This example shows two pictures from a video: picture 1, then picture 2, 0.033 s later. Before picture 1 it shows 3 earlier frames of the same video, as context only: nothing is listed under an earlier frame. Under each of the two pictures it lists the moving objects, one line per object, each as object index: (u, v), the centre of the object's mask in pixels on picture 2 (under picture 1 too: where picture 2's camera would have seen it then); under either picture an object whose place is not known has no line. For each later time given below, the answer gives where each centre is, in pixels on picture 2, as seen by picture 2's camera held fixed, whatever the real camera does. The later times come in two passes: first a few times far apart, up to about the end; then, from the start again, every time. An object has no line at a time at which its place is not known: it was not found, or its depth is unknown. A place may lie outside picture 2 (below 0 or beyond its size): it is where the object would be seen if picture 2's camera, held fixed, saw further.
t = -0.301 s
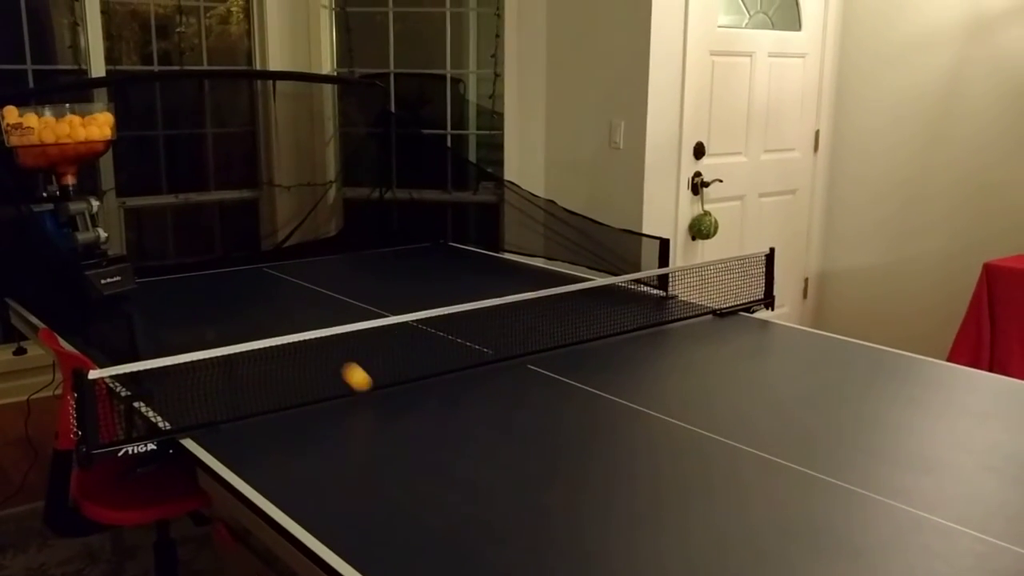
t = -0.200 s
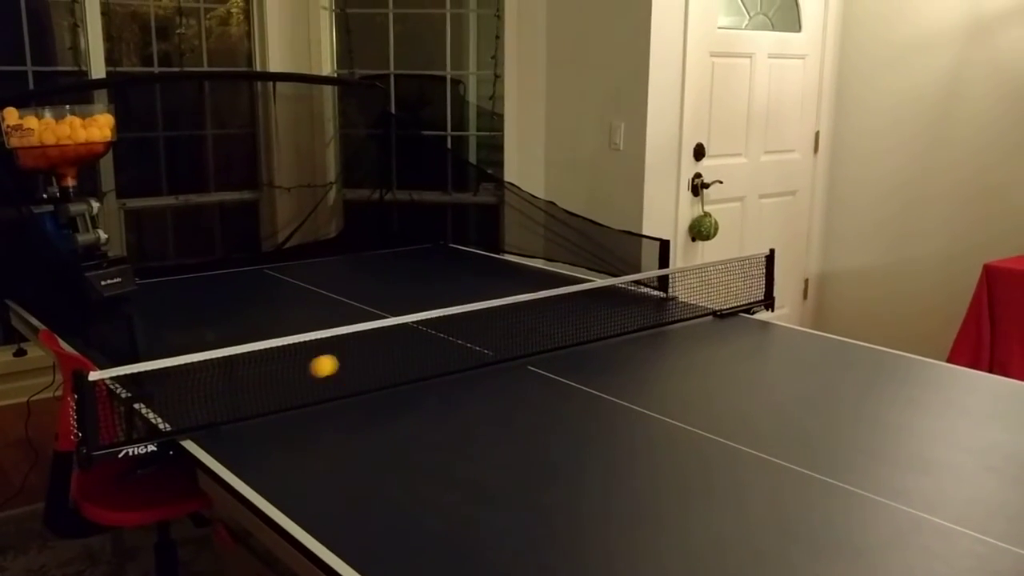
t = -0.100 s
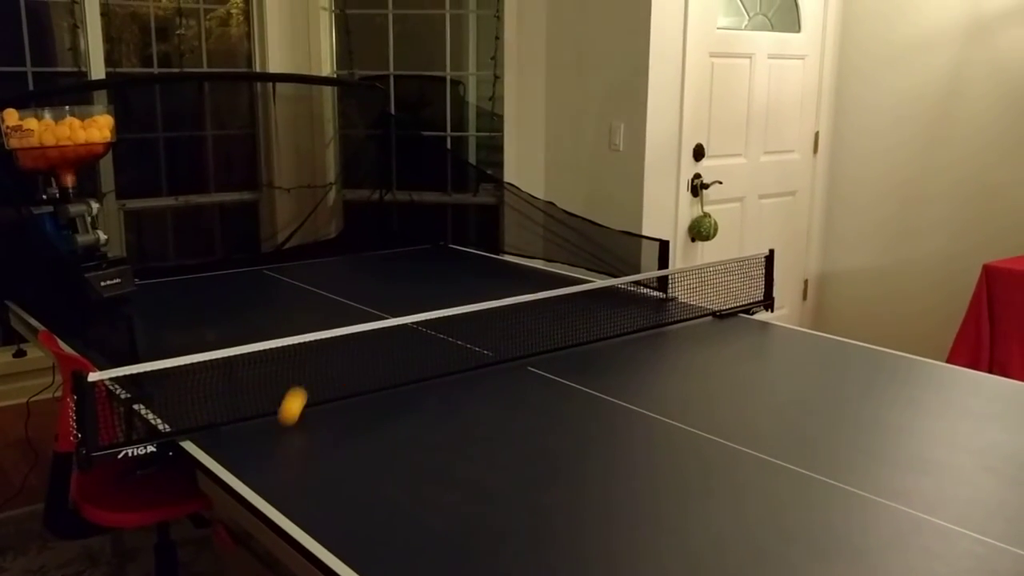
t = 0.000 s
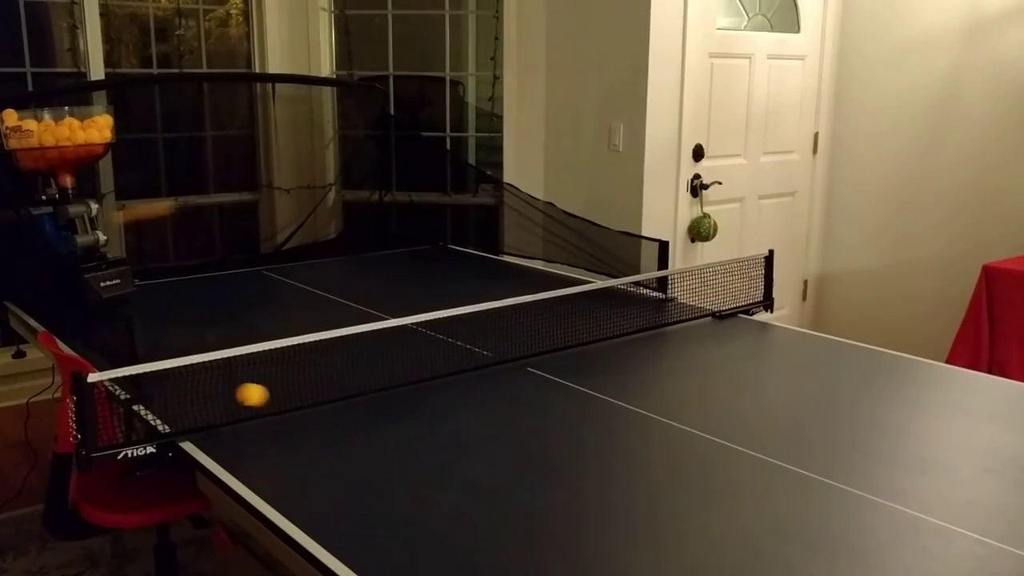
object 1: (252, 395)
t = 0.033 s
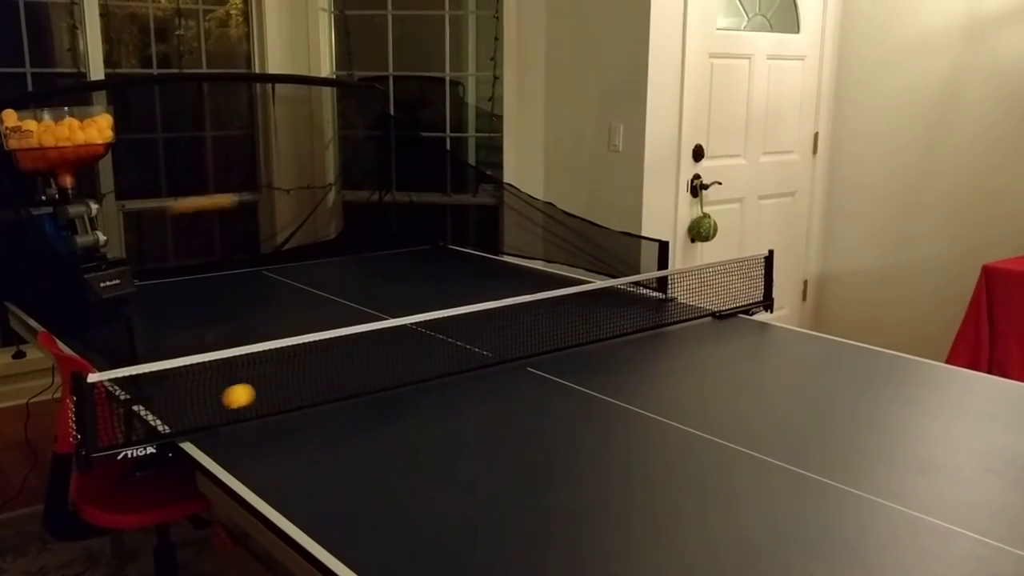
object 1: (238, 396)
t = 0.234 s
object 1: (152, 418)
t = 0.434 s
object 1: (68, 545)
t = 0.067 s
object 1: (224, 403)
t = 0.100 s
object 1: (211, 415)
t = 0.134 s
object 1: (198, 431)
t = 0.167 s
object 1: (182, 428)
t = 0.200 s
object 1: (168, 421)
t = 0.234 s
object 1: (152, 418)
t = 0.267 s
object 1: (137, 423)
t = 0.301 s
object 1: (122, 432)
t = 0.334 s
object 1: (107, 450)
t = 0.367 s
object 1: (93, 476)
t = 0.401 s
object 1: (80, 506)
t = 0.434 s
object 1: (68, 545)
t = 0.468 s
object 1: (60, 566)
